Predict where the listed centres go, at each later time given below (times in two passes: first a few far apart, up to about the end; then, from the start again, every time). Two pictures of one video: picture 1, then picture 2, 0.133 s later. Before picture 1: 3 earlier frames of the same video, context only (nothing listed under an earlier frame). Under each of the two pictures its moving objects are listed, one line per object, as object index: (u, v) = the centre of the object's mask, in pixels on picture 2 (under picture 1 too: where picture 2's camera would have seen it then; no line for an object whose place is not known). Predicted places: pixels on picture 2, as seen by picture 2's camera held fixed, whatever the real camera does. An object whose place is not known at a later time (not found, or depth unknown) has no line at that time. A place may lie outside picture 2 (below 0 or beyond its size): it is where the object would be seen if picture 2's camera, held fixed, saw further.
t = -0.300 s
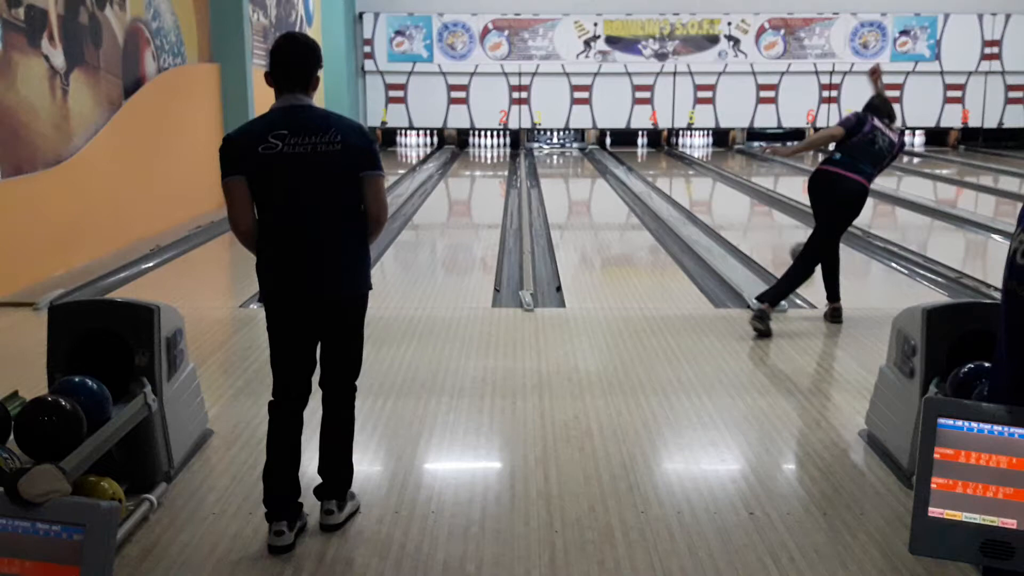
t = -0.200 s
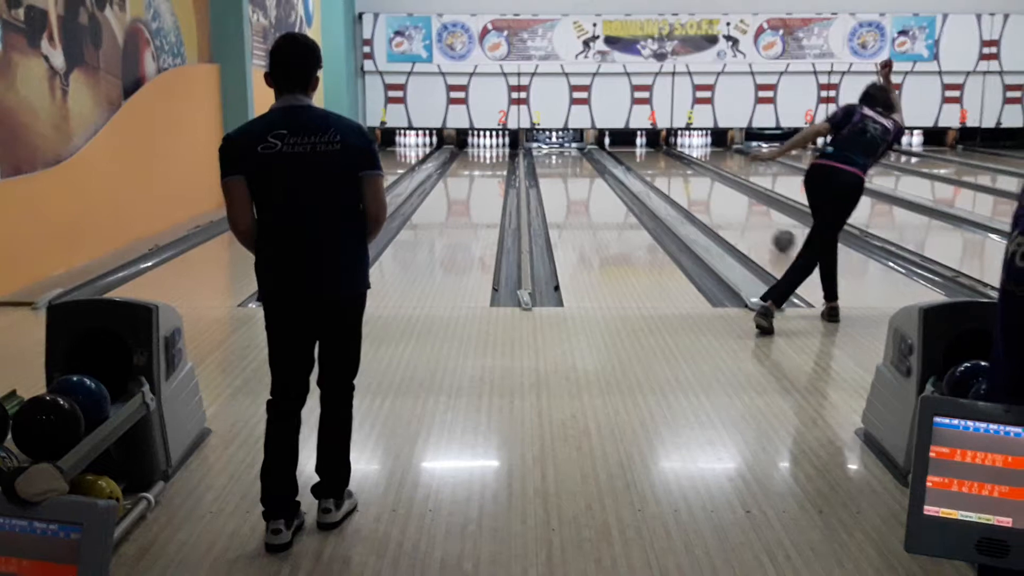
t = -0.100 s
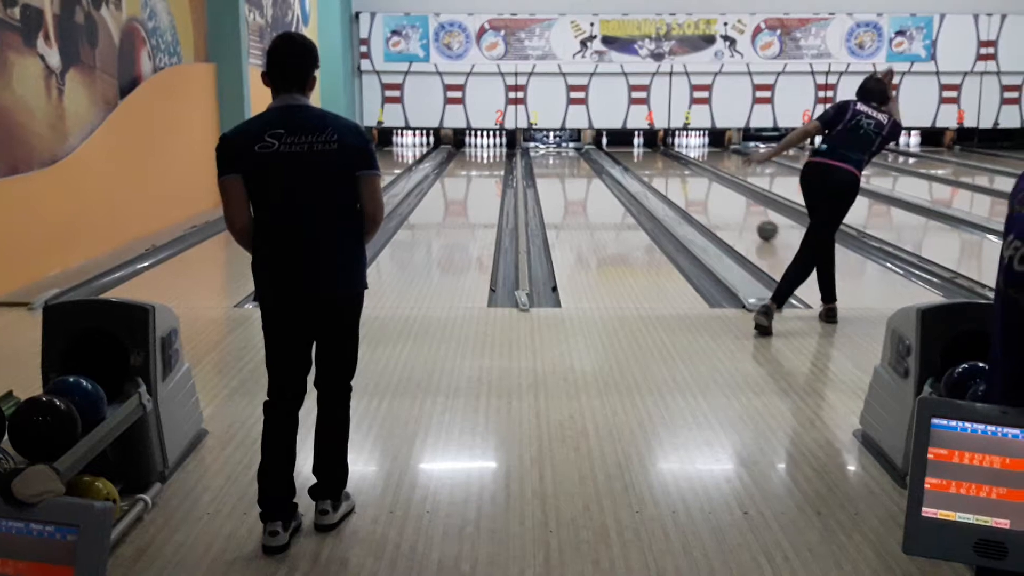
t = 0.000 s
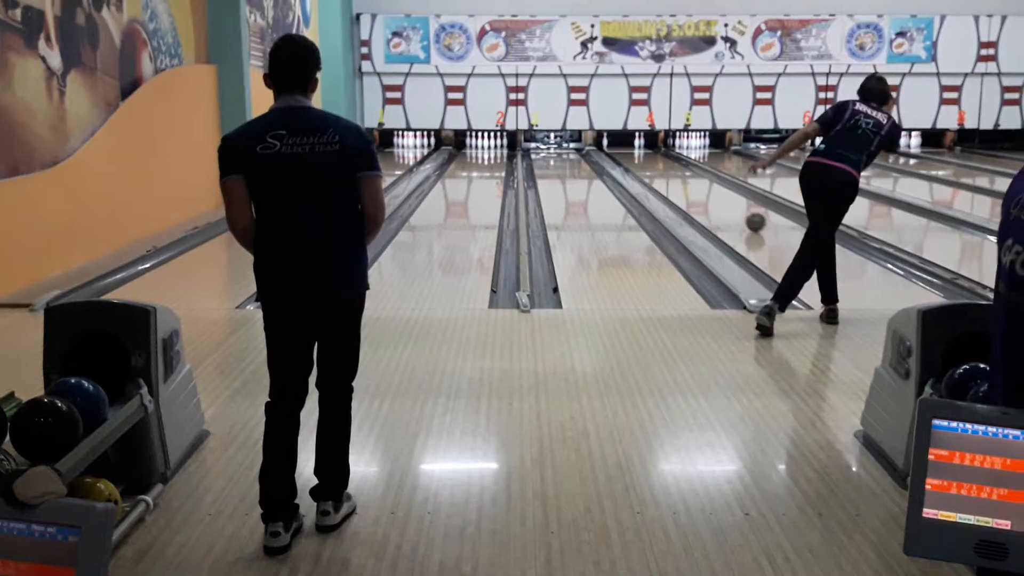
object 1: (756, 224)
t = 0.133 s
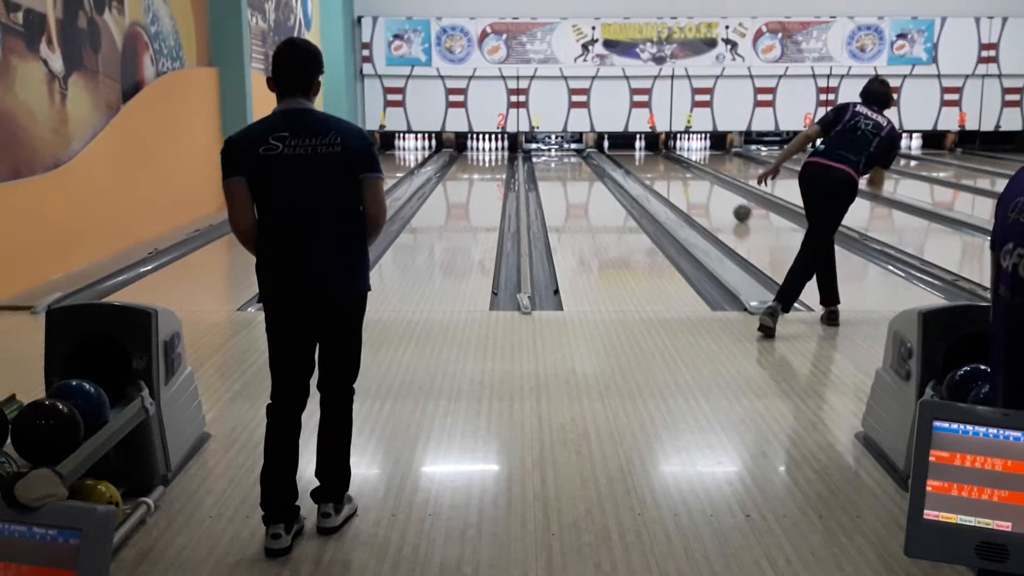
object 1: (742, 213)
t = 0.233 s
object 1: (733, 205)
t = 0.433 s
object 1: (716, 194)
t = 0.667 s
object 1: (701, 183)
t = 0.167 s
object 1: (739, 210)
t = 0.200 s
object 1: (736, 208)
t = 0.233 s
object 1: (733, 205)
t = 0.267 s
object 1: (730, 203)
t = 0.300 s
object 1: (727, 201)
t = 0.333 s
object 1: (724, 199)
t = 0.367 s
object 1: (722, 197)
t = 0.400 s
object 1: (719, 195)
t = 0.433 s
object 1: (716, 194)
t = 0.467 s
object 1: (714, 192)
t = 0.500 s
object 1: (712, 191)
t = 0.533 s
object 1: (709, 189)
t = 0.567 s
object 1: (707, 187)
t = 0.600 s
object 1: (705, 186)
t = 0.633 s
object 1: (703, 184)
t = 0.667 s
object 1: (701, 183)
